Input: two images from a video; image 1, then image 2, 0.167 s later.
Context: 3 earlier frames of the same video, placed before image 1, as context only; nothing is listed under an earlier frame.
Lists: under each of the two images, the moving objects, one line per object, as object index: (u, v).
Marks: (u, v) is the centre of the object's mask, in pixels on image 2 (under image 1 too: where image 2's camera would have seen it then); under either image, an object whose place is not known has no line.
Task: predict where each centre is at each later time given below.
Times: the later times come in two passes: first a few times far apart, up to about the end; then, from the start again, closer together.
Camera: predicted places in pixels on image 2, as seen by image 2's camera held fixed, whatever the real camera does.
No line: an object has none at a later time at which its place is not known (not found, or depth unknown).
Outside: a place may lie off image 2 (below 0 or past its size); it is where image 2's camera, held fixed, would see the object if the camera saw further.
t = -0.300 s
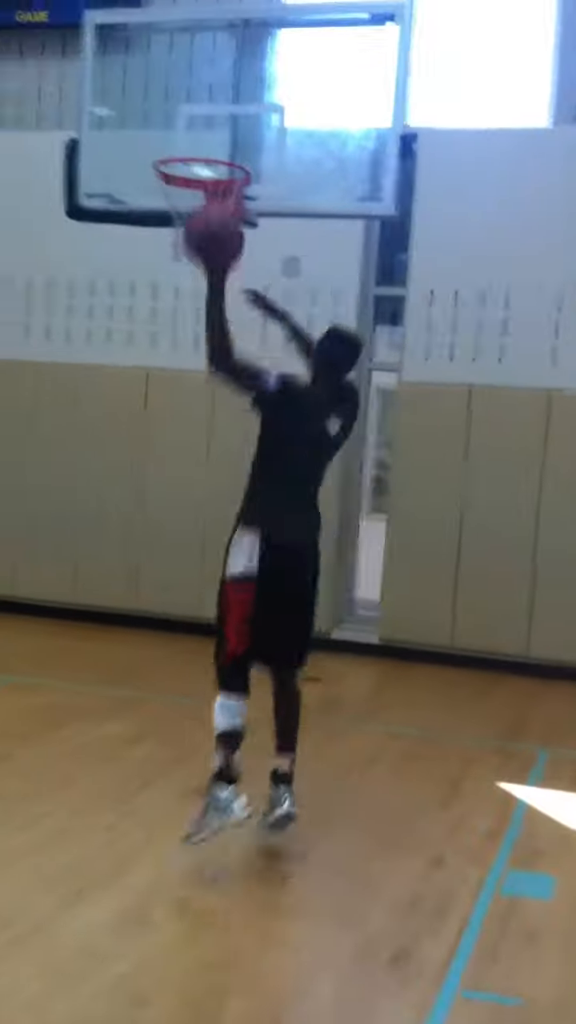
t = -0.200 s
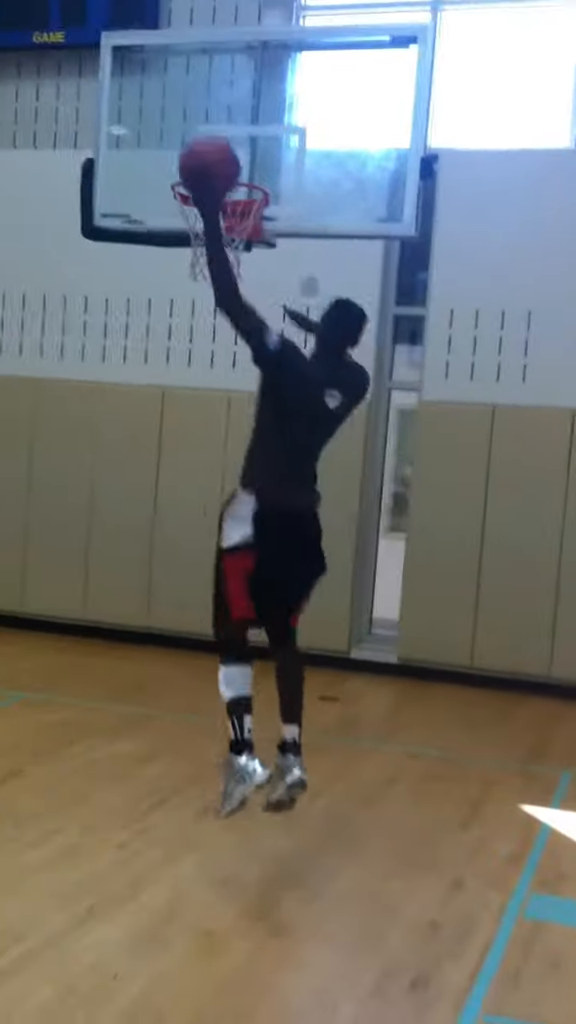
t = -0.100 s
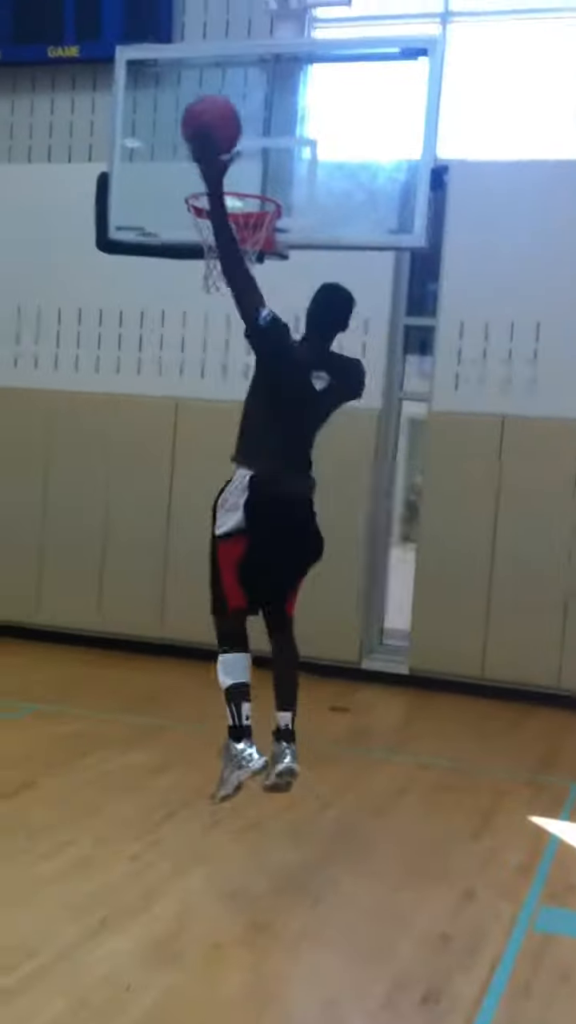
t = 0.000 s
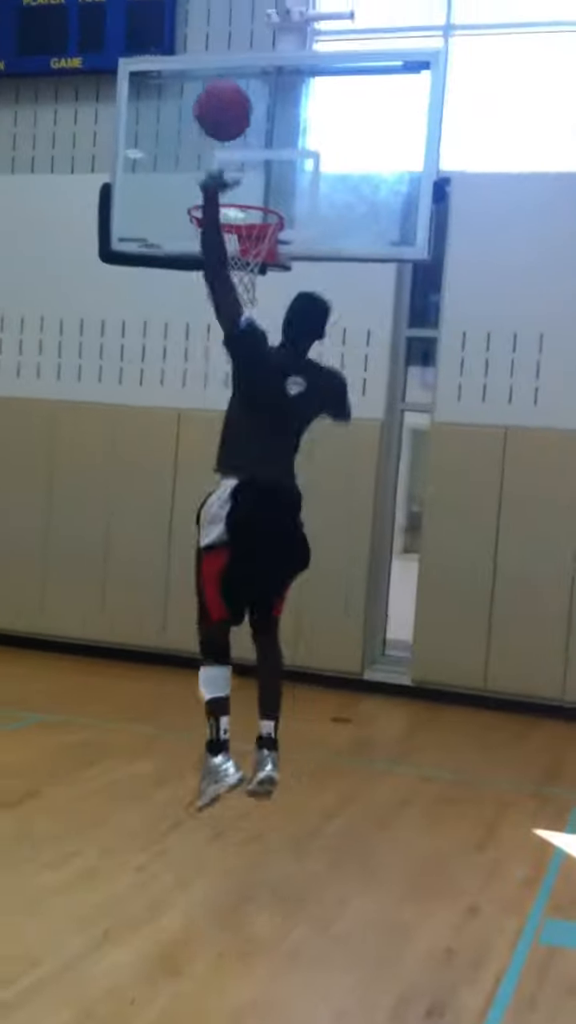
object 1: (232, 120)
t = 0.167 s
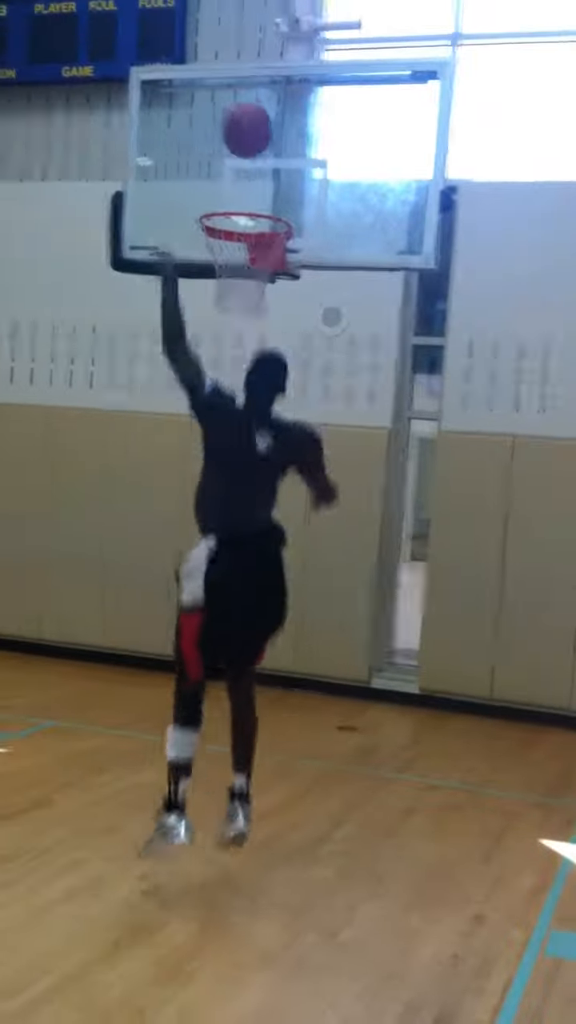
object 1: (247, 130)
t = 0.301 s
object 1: (254, 179)
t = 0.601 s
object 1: (250, 306)
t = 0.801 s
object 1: (232, 414)
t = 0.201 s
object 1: (249, 139)
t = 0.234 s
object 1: (251, 151)
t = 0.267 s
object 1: (253, 163)
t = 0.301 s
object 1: (254, 179)
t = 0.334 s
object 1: (255, 195)
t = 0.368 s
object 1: (256, 213)
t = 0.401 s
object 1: (258, 235)
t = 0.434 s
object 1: (256, 255)
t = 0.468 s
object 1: (260, 267)
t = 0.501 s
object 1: (259, 272)
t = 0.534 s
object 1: (255, 286)
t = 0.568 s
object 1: (252, 295)
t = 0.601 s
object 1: (250, 306)
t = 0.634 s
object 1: (247, 320)
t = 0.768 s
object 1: (236, 393)
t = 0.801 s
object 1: (232, 414)
